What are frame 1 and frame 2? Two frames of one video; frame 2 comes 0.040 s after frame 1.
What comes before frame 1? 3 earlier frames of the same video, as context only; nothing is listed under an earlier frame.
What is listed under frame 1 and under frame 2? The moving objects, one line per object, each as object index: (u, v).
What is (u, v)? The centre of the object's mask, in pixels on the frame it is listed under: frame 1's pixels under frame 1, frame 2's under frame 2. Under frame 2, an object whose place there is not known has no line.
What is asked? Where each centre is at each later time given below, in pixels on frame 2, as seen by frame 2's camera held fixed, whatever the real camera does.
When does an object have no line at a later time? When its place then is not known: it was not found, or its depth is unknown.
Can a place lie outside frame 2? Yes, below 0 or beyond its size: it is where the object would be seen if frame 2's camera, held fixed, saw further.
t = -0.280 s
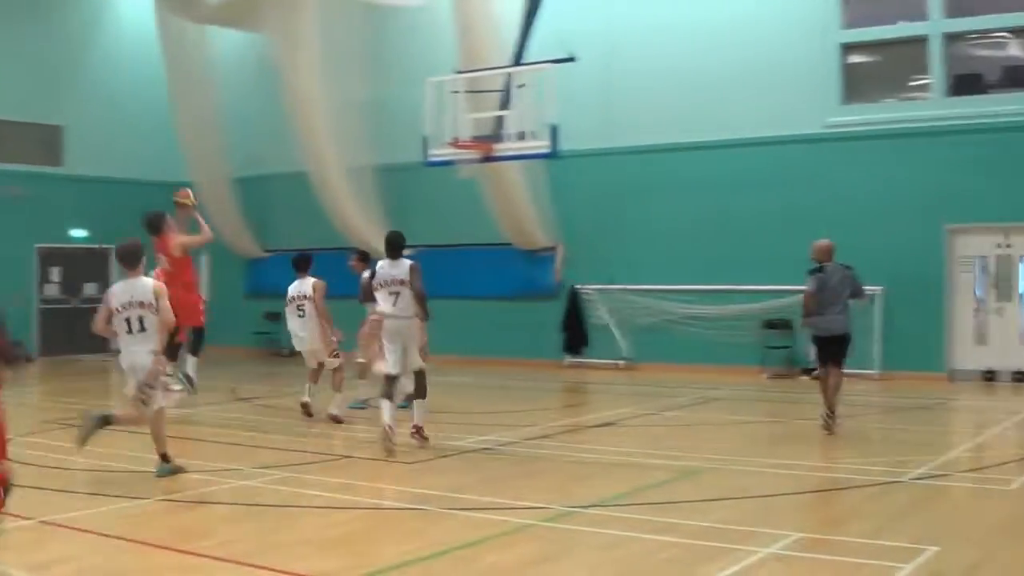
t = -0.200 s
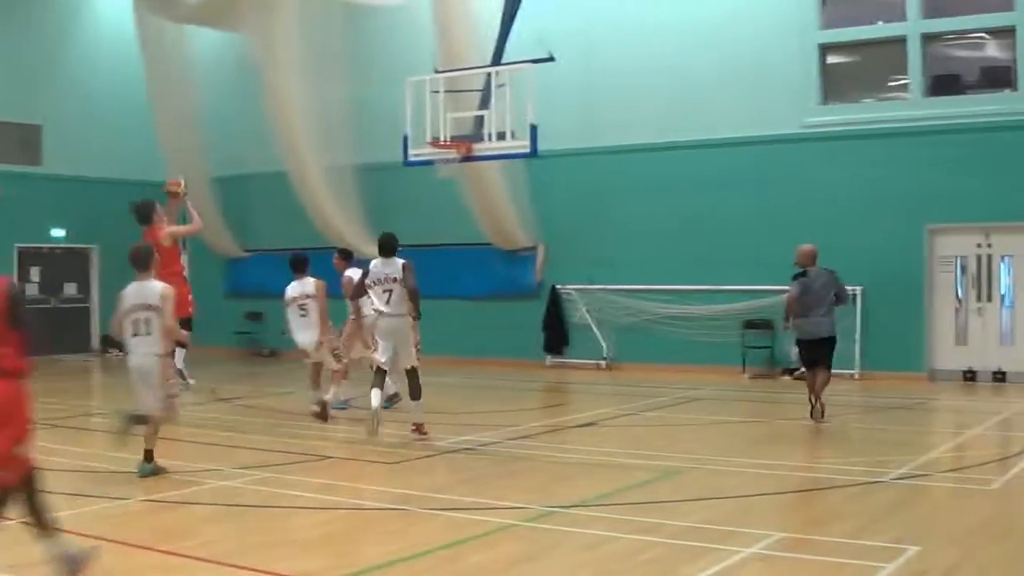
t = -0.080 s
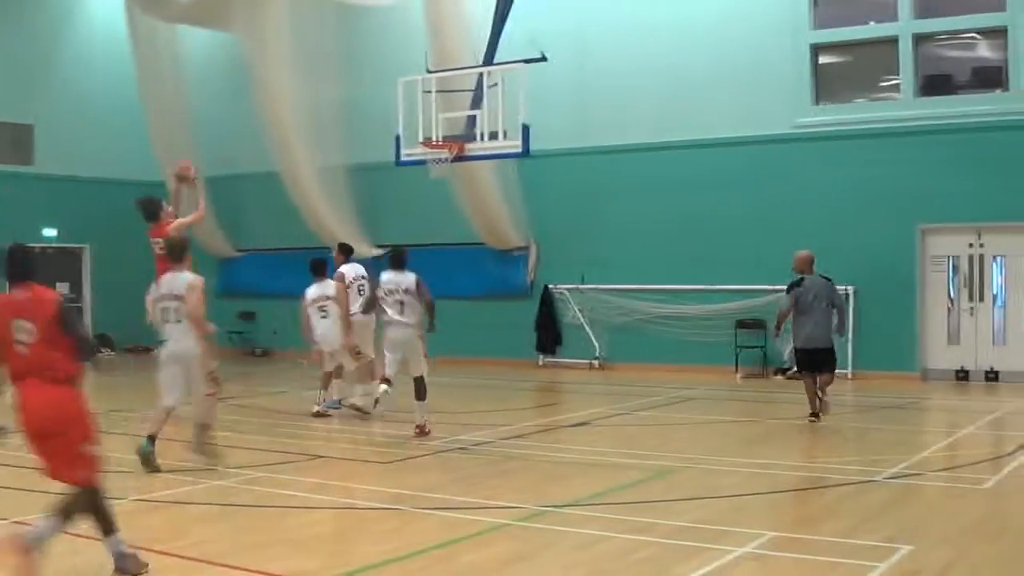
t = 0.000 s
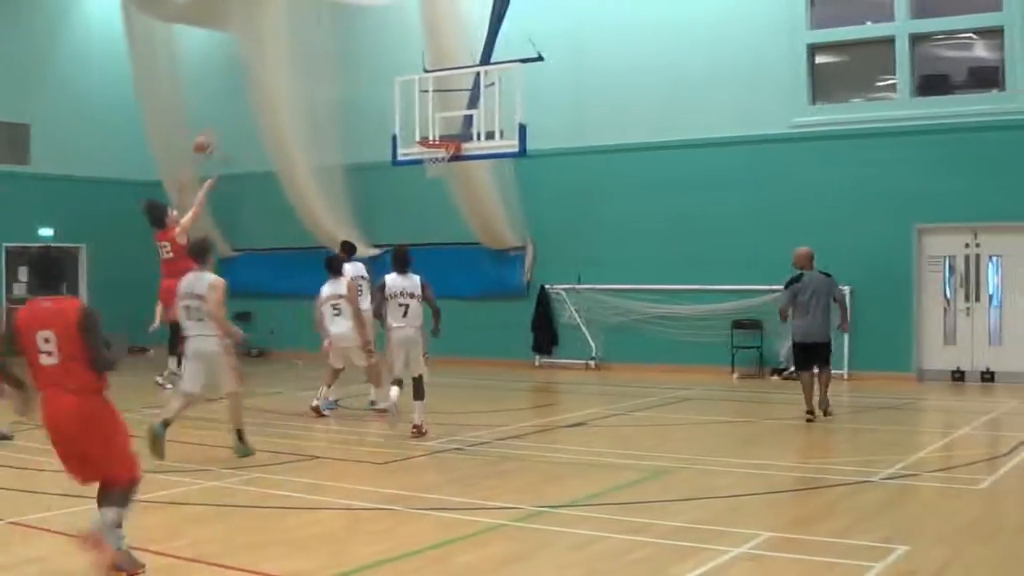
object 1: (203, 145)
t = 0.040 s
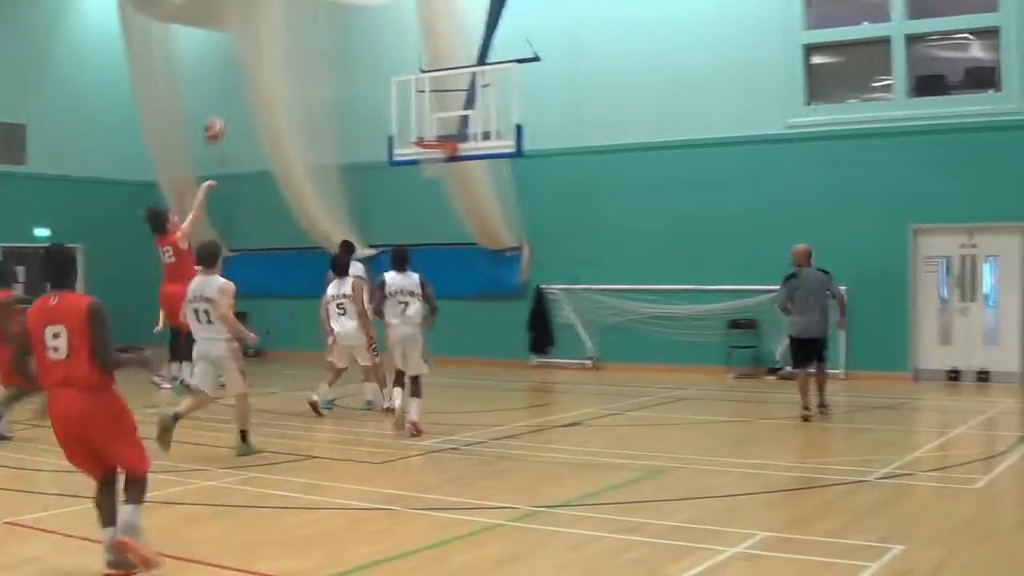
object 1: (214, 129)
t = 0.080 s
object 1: (225, 118)
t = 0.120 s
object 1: (237, 107)
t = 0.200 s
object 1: (260, 91)
